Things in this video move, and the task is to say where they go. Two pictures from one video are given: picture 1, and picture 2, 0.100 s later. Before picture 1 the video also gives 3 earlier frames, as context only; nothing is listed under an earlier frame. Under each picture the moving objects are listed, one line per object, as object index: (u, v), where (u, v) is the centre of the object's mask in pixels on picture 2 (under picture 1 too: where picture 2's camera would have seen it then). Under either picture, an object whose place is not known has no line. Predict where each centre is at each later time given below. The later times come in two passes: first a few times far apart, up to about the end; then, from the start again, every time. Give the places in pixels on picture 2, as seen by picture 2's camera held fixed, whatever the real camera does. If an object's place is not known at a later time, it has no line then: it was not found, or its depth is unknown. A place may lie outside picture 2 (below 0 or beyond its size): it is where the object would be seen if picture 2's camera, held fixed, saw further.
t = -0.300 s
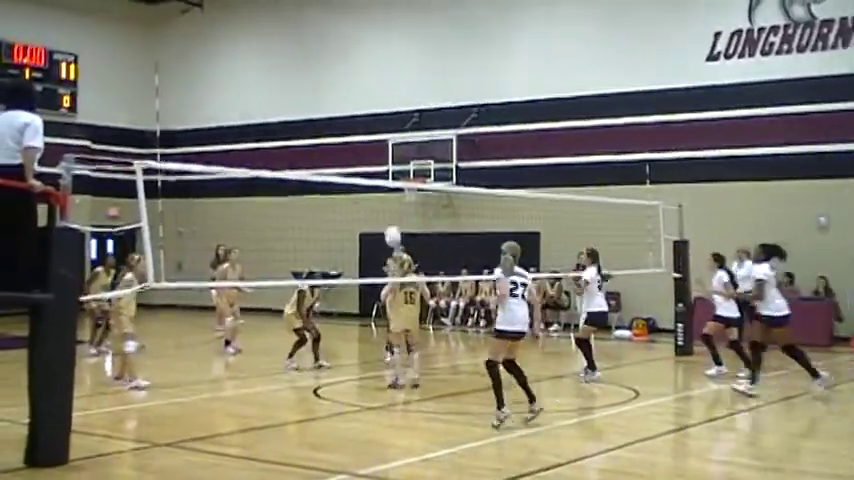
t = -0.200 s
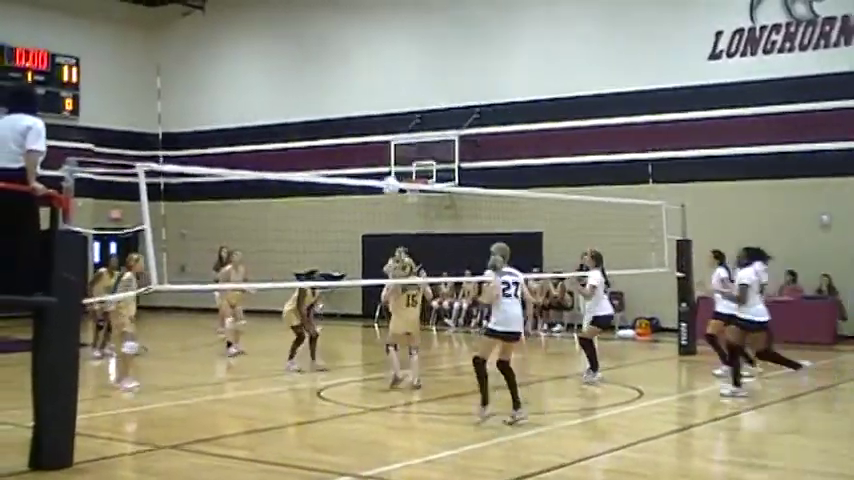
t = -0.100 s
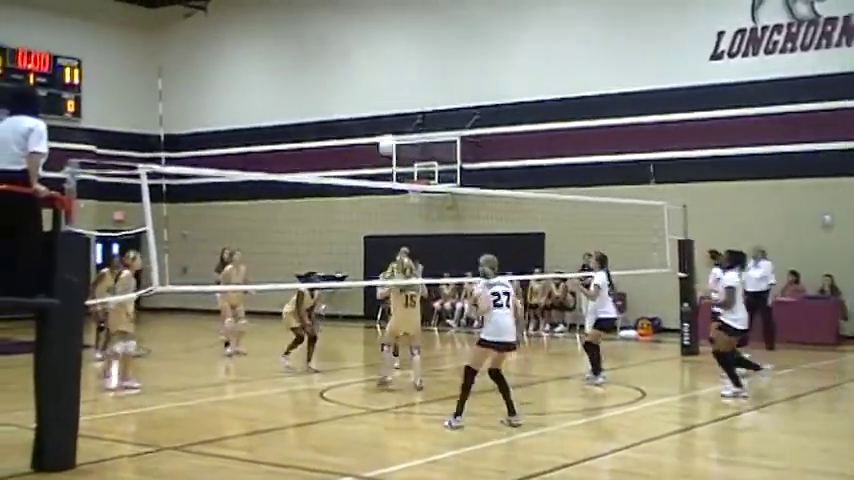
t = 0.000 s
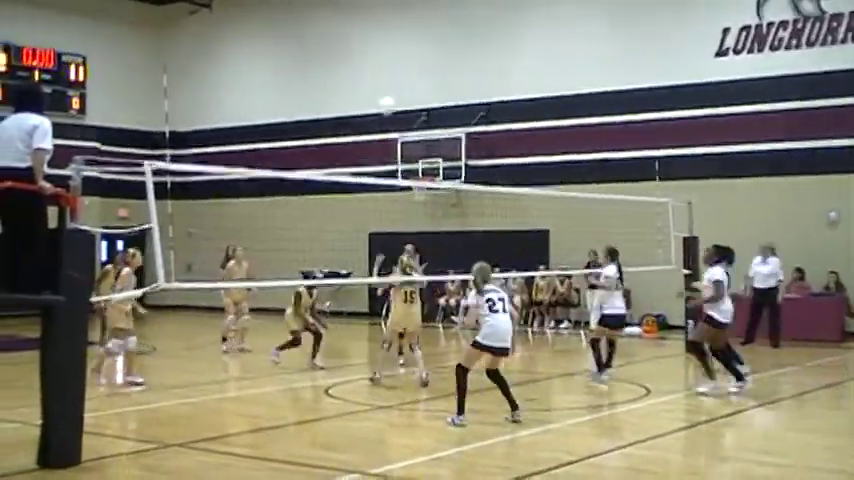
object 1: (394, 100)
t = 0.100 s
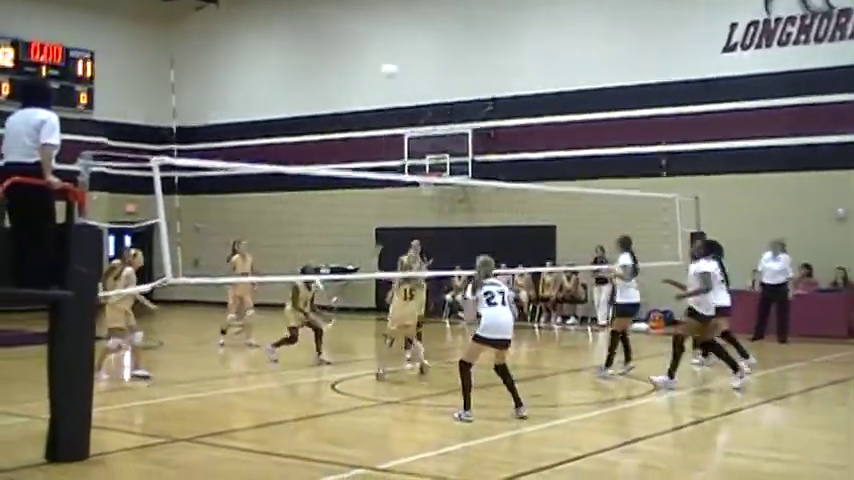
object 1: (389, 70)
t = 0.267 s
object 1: (380, 40)
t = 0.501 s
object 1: (367, 32)
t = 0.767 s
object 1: (352, 79)
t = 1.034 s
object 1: (336, 188)
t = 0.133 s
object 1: (387, 62)
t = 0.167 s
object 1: (385, 55)
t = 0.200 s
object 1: (383, 49)
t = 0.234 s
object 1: (380, 43)
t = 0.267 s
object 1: (380, 40)
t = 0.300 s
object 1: (377, 35)
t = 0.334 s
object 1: (376, 32)
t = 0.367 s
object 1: (375, 30)
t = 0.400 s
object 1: (373, 29)
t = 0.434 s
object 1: (371, 29)
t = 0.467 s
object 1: (368, 30)
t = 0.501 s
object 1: (367, 32)
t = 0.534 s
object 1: (364, 34)
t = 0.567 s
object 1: (362, 38)
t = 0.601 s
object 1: (361, 42)
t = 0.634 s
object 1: (359, 47)
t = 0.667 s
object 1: (357, 53)
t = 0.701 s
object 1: (355, 61)
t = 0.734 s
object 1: (353, 69)
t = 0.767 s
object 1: (352, 79)
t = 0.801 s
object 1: (349, 88)
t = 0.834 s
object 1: (347, 103)
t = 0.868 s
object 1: (346, 115)
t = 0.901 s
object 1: (344, 127)
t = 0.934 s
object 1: (342, 141)
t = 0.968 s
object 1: (340, 155)
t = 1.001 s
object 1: (337, 173)
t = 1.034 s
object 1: (336, 188)
